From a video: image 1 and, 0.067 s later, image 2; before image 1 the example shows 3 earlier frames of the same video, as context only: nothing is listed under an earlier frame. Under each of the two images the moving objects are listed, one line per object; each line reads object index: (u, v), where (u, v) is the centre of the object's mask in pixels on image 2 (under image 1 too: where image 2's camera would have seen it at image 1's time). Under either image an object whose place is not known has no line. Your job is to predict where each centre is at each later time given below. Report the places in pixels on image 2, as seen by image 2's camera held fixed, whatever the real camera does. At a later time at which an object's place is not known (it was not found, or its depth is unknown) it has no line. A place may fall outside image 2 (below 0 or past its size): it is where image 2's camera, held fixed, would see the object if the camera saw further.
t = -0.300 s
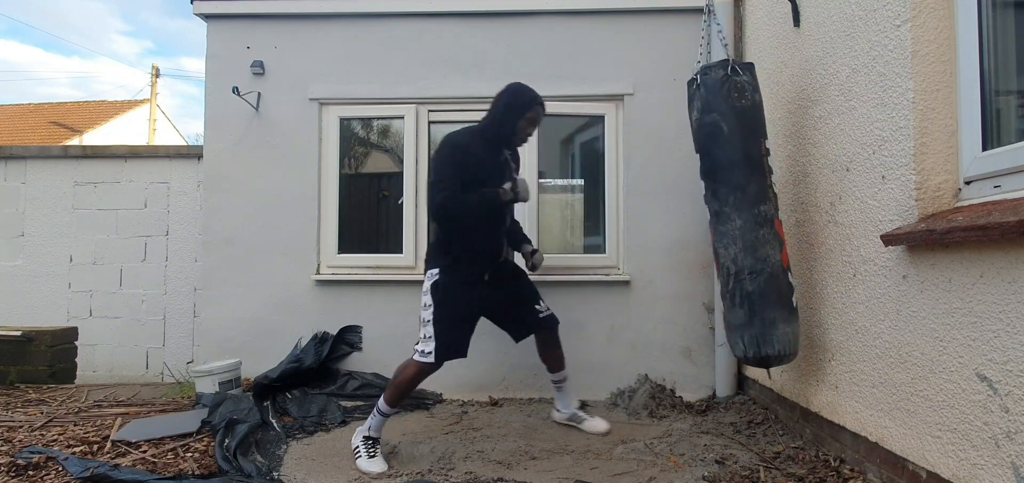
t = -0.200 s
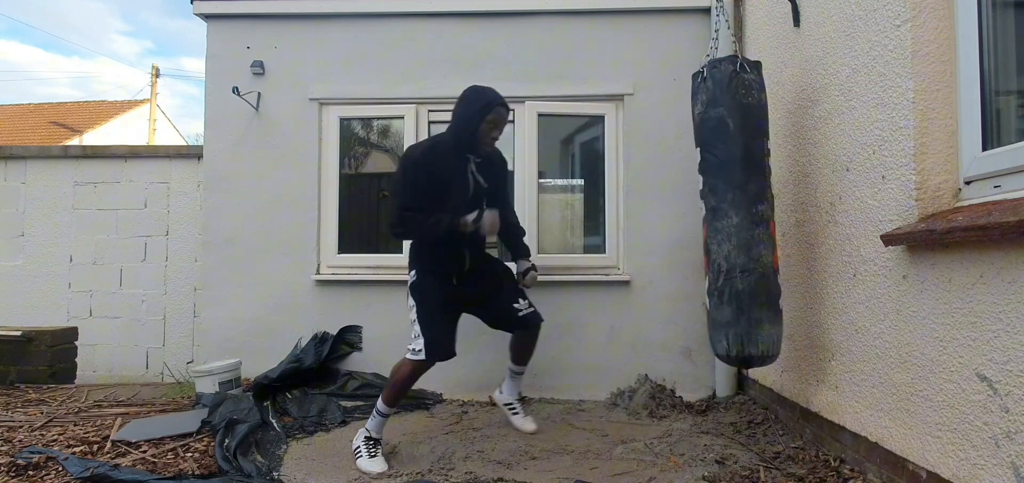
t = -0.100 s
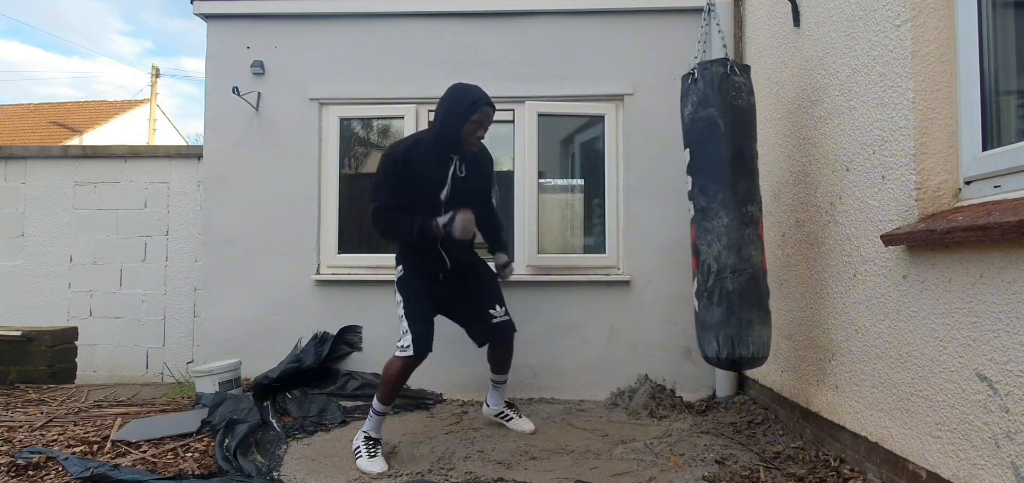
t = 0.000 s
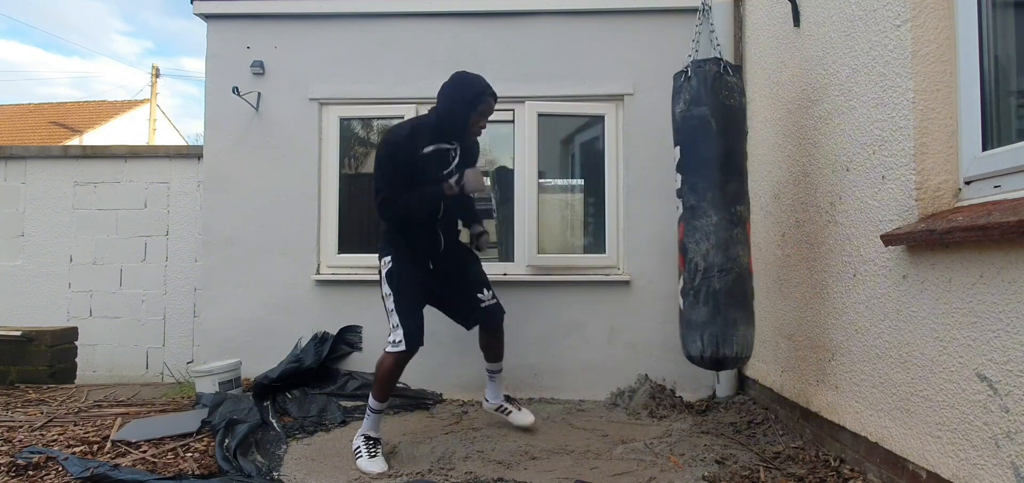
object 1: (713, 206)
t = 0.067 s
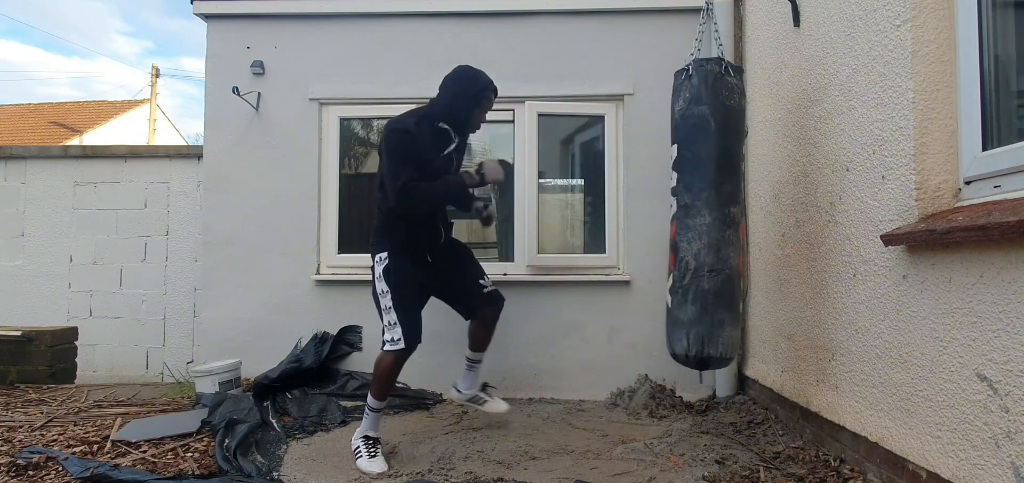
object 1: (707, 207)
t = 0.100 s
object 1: (702, 205)
